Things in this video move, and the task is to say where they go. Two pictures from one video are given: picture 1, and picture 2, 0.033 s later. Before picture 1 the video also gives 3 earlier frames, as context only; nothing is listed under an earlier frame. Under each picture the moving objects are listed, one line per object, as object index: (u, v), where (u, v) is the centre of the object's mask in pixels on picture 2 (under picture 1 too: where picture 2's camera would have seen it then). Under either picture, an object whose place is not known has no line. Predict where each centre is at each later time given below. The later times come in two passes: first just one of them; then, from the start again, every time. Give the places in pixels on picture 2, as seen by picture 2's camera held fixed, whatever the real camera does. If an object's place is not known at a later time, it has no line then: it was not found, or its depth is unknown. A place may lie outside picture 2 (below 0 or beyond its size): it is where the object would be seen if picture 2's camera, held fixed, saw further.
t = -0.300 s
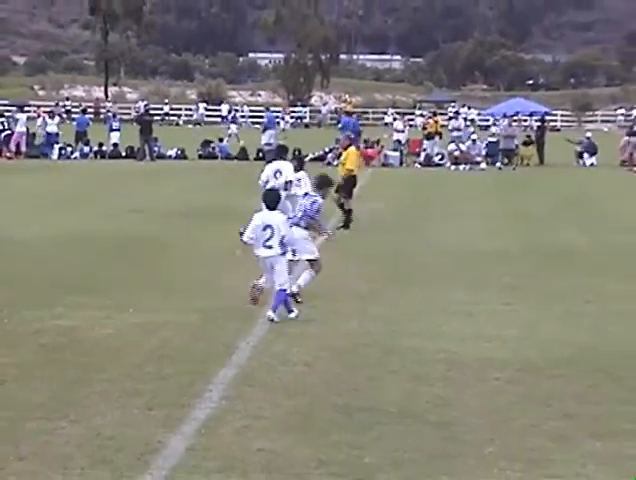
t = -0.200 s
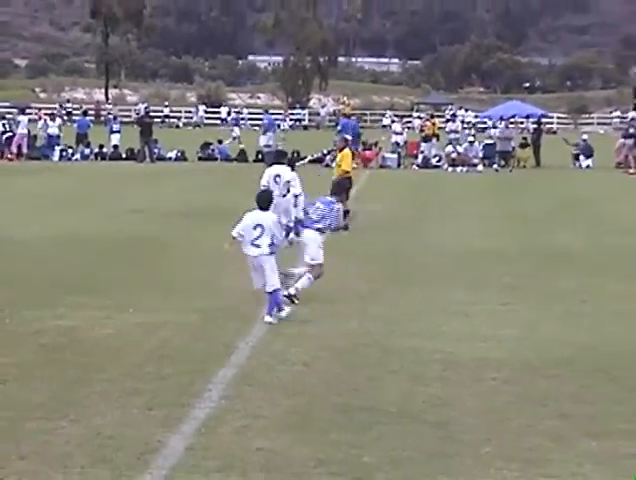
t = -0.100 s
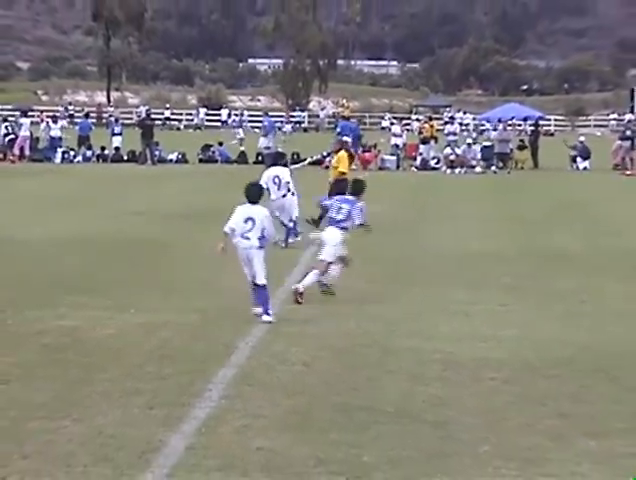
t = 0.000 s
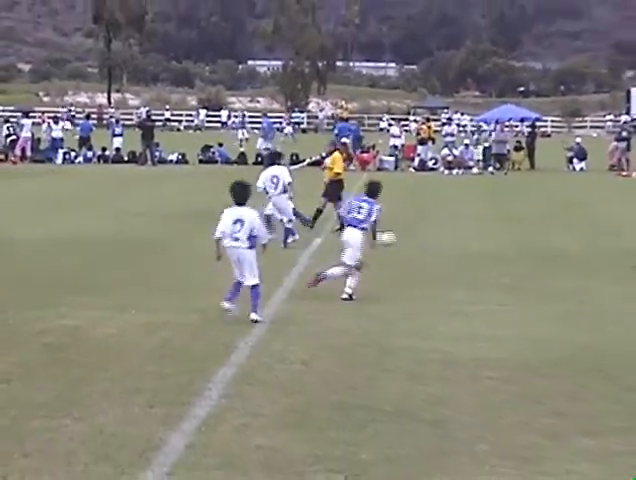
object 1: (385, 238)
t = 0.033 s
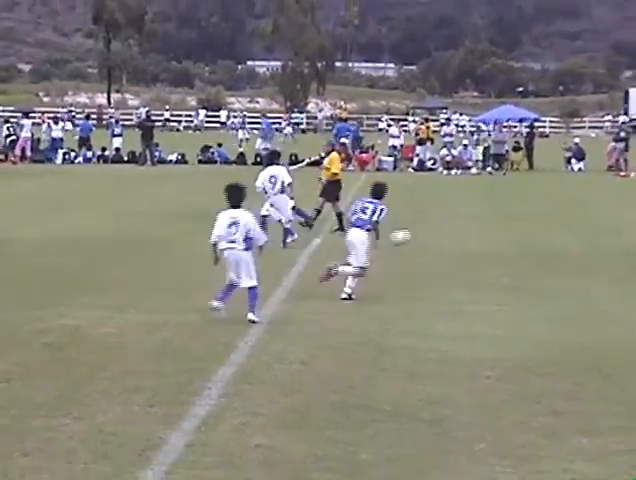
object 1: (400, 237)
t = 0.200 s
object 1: (482, 234)
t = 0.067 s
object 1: (416, 234)
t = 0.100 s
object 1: (433, 233)
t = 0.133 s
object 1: (450, 233)
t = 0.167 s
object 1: (466, 233)
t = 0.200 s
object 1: (482, 234)
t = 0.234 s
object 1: (498, 237)
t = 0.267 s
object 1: (511, 237)
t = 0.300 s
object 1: (523, 236)
